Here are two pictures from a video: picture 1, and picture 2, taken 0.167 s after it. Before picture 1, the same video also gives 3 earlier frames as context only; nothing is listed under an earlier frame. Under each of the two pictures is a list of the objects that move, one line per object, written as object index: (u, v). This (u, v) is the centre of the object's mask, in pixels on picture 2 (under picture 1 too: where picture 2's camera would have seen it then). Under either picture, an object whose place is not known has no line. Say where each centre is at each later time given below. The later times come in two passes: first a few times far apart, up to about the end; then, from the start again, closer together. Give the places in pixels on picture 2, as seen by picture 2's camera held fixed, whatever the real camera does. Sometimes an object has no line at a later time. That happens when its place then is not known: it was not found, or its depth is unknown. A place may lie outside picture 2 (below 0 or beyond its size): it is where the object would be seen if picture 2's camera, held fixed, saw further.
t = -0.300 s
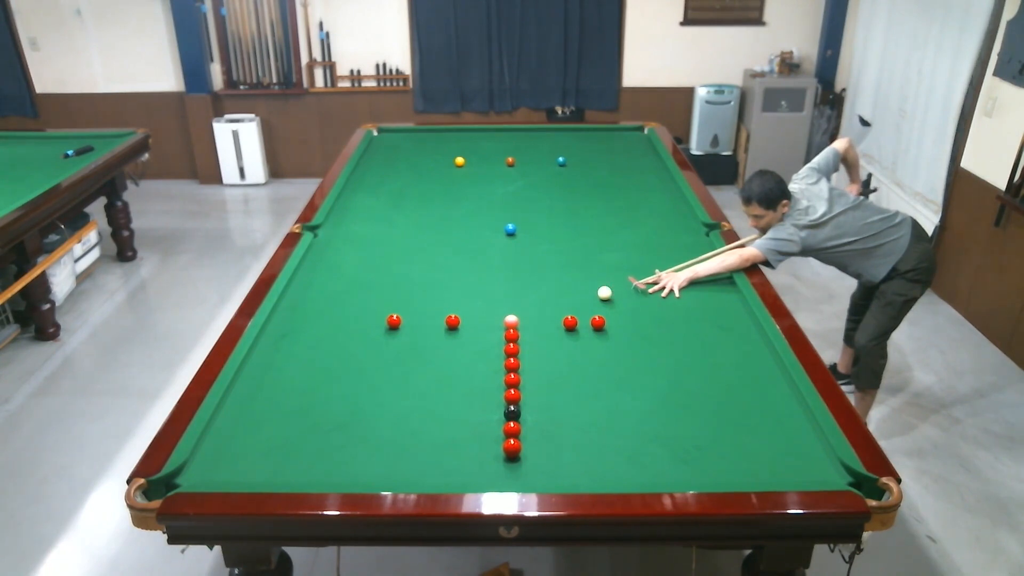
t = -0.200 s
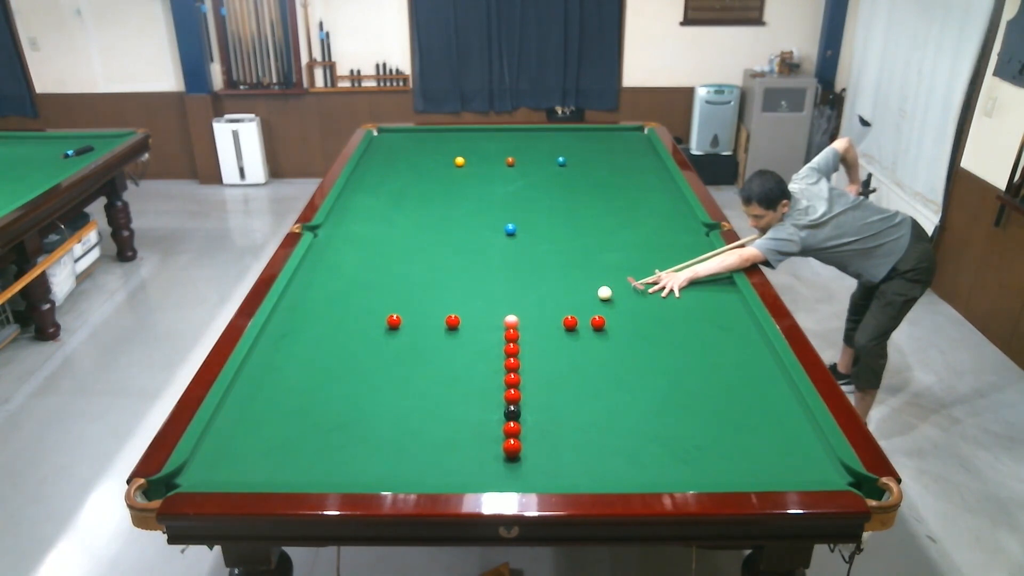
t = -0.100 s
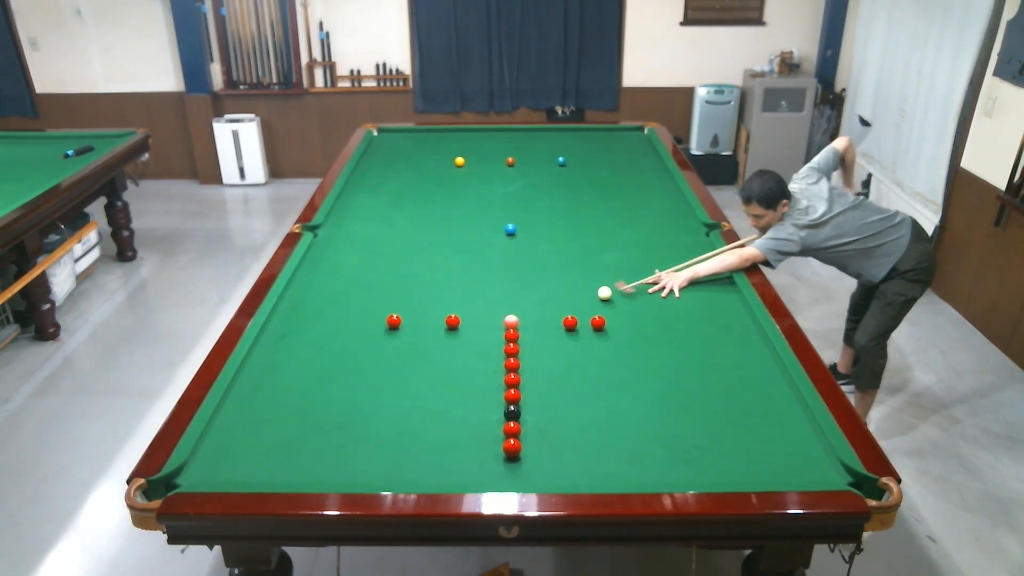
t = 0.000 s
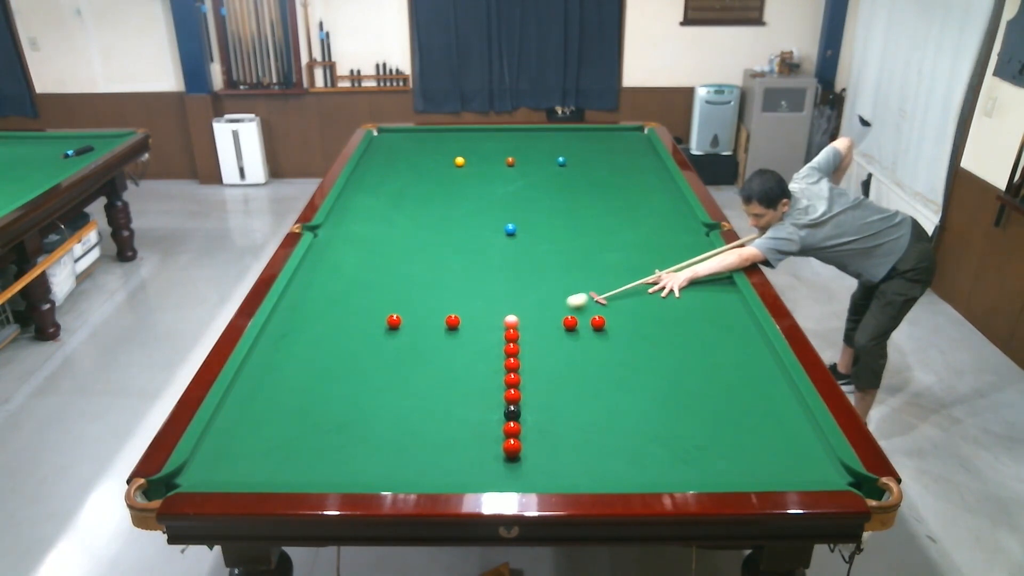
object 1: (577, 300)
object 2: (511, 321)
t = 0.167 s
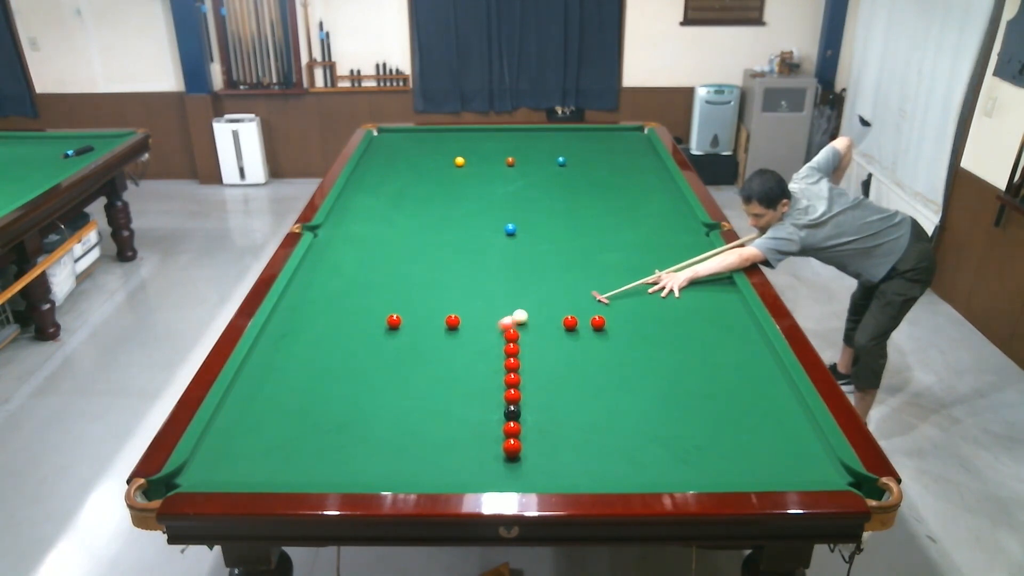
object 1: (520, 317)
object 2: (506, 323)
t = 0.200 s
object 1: (518, 316)
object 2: (499, 327)
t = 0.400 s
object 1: (509, 311)
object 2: (459, 348)
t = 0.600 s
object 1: (500, 307)
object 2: (417, 369)
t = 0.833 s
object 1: (491, 303)
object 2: (365, 395)
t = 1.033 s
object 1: (485, 300)
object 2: (318, 418)
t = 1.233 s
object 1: (478, 297)
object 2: (267, 443)
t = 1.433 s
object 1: (472, 295)
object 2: (213, 469)
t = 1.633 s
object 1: (467, 293)
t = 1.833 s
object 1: (463, 291)
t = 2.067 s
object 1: (459, 289)
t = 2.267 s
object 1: (456, 288)
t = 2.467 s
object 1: (453, 286)
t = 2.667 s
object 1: (452, 286)
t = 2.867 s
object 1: (451, 285)
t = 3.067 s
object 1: (450, 285)
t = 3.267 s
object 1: (450, 285)
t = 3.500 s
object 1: (450, 285)
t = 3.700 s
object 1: (450, 285)
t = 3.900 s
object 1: (450, 285)
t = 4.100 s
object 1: (450, 285)
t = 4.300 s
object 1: (450, 285)
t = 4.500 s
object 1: (450, 285)
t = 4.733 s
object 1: (450, 285)
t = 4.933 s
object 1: (450, 285)
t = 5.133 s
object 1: (450, 285)
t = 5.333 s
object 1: (450, 285)
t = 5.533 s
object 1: (450, 285)
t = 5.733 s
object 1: (450, 285)
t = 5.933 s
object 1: (450, 285)
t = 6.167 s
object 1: (450, 285)
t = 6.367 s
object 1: (450, 285)
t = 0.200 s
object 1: (518, 316)
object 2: (499, 327)
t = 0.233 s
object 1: (516, 315)
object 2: (492, 331)
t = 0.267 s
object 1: (515, 314)
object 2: (485, 335)
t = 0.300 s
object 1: (513, 313)
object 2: (478, 338)
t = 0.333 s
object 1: (512, 313)
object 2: (472, 341)
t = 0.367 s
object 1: (510, 312)
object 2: (465, 345)
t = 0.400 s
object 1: (509, 311)
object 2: (459, 348)
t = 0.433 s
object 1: (507, 311)
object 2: (452, 352)
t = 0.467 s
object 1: (506, 310)
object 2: (445, 355)
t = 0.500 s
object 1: (504, 309)
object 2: (438, 358)
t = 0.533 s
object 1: (503, 309)
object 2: (431, 362)
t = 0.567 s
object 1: (502, 308)
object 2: (424, 365)
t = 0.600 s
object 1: (500, 307)
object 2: (417, 369)
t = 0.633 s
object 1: (499, 307)
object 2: (410, 372)
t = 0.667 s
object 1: (498, 306)
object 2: (403, 376)
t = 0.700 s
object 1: (496, 306)
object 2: (396, 380)
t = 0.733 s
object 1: (495, 305)
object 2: (388, 383)
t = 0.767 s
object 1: (494, 304)
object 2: (380, 387)
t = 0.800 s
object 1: (493, 304)
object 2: (373, 391)
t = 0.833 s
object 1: (491, 303)
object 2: (365, 395)
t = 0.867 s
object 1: (490, 303)
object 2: (358, 398)
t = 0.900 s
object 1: (489, 302)
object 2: (350, 402)
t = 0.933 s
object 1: (488, 302)
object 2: (342, 406)
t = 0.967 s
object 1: (487, 301)
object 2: (334, 410)
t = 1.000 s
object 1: (486, 300)
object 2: (326, 414)
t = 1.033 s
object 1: (485, 300)
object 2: (318, 418)
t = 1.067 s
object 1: (483, 299)
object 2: (310, 422)
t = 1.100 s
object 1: (482, 299)
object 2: (301, 426)
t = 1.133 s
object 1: (481, 298)
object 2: (293, 430)
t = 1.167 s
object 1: (480, 298)
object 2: (284, 434)
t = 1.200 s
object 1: (479, 298)
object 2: (276, 438)
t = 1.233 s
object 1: (478, 297)
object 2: (267, 443)
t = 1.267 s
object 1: (477, 297)
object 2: (258, 447)
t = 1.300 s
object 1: (476, 296)
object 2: (250, 452)
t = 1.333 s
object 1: (475, 296)
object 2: (241, 456)
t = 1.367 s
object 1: (474, 296)
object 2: (232, 460)
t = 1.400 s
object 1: (473, 295)
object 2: (222, 465)
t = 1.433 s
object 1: (472, 295)
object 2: (213, 469)
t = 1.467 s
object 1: (471, 294)
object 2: (204, 472)
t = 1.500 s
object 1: (471, 294)
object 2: (194, 476)
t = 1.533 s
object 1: (470, 294)
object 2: (184, 480)
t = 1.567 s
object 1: (469, 293)
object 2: (175, 485)
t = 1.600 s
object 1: (468, 293)
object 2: (166, 492)
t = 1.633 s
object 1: (467, 293)
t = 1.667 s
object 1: (466, 292)
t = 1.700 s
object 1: (466, 292)
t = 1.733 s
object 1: (465, 292)
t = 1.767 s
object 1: (464, 291)
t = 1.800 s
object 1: (464, 291)
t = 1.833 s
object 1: (463, 291)
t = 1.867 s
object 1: (462, 290)
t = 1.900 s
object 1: (462, 290)
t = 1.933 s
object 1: (461, 290)
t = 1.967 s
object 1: (460, 290)
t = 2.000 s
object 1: (460, 289)
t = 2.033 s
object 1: (459, 289)
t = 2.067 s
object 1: (459, 289)
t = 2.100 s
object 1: (458, 289)
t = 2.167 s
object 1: (457, 288)
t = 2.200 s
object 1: (457, 288)
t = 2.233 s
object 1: (456, 288)
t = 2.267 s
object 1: (456, 288)
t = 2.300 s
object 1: (455, 287)
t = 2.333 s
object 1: (455, 287)
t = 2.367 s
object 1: (454, 287)
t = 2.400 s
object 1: (454, 287)
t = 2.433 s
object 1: (454, 287)
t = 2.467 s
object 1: (453, 286)
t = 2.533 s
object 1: (453, 286)
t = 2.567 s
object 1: (452, 286)
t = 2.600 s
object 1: (452, 286)
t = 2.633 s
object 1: (452, 286)
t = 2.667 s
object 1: (452, 286)
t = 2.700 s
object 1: (452, 285)
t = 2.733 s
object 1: (451, 285)
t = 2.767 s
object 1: (451, 285)
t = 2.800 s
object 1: (451, 285)
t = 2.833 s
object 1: (451, 285)
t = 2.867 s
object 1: (451, 285)
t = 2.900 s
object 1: (450, 285)
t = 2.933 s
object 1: (450, 285)
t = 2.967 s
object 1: (450, 285)
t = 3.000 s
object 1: (450, 285)
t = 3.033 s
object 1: (450, 285)
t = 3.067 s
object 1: (450, 285)
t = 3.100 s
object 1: (450, 285)
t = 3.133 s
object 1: (450, 285)
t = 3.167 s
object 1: (450, 285)
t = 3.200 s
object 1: (450, 285)
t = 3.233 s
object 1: (450, 285)
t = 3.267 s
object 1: (450, 285)
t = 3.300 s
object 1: (450, 285)
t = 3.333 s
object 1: (450, 285)
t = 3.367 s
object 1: (450, 285)
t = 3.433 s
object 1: (450, 285)
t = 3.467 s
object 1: (450, 285)
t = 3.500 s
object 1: (450, 285)
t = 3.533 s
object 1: (450, 285)
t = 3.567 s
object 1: (450, 285)
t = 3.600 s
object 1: (450, 285)
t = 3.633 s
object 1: (450, 285)
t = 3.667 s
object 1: (450, 285)
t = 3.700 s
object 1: (450, 285)
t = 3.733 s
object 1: (450, 285)
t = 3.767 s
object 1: (450, 285)
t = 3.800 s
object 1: (450, 285)
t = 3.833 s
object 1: (450, 285)
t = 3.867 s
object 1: (450, 285)
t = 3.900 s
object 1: (450, 285)
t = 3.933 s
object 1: (450, 285)
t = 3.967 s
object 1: (450, 285)
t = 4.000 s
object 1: (450, 285)
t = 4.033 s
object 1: (450, 285)
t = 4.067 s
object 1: (450, 285)
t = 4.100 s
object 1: (450, 285)
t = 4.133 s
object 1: (450, 285)
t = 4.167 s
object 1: (450, 285)
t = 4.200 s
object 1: (450, 285)
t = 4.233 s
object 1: (450, 285)
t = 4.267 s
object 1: (450, 285)
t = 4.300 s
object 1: (450, 285)
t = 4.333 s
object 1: (450, 285)
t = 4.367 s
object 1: (450, 285)
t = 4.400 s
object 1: (450, 285)
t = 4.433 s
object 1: (450, 285)
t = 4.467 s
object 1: (450, 285)
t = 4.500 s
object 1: (450, 285)
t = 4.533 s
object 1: (450, 285)
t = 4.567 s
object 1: (450, 285)
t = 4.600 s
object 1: (450, 285)
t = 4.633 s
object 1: (450, 285)
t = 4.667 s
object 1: (450, 285)
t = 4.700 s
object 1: (450, 285)
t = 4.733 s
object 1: (450, 285)
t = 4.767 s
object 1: (450, 285)
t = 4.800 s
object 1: (450, 285)
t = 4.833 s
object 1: (450, 285)
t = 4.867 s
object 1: (450, 285)
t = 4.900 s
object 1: (450, 285)
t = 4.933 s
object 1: (450, 285)
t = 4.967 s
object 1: (450, 285)
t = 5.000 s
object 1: (450, 285)
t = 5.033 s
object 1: (450, 285)
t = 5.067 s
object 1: (450, 285)
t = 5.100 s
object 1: (450, 285)
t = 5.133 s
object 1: (450, 285)
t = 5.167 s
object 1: (450, 285)
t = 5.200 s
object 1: (450, 285)
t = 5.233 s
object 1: (450, 285)
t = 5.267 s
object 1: (450, 285)
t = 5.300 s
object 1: (450, 285)
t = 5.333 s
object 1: (450, 285)
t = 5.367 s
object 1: (450, 285)
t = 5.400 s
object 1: (450, 285)
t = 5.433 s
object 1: (450, 285)
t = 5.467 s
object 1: (450, 285)
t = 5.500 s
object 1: (450, 285)
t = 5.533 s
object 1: (450, 285)
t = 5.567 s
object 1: (450, 285)
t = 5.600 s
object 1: (450, 285)
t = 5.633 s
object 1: (450, 285)
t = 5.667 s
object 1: (450, 285)
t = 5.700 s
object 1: (450, 285)
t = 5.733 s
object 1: (450, 285)
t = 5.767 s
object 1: (450, 285)
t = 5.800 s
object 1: (450, 285)
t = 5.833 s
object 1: (450, 285)
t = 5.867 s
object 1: (450, 285)
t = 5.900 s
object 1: (450, 285)
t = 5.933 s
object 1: (450, 285)
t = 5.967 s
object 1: (450, 285)
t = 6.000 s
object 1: (450, 285)
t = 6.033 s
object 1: (450, 285)
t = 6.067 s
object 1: (450, 285)
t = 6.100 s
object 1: (450, 285)
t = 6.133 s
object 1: (450, 285)
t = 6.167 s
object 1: (450, 285)
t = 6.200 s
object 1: (450, 285)
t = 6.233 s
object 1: (450, 285)
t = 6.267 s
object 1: (450, 285)
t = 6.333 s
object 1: (450, 285)
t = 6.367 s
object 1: (450, 285)
